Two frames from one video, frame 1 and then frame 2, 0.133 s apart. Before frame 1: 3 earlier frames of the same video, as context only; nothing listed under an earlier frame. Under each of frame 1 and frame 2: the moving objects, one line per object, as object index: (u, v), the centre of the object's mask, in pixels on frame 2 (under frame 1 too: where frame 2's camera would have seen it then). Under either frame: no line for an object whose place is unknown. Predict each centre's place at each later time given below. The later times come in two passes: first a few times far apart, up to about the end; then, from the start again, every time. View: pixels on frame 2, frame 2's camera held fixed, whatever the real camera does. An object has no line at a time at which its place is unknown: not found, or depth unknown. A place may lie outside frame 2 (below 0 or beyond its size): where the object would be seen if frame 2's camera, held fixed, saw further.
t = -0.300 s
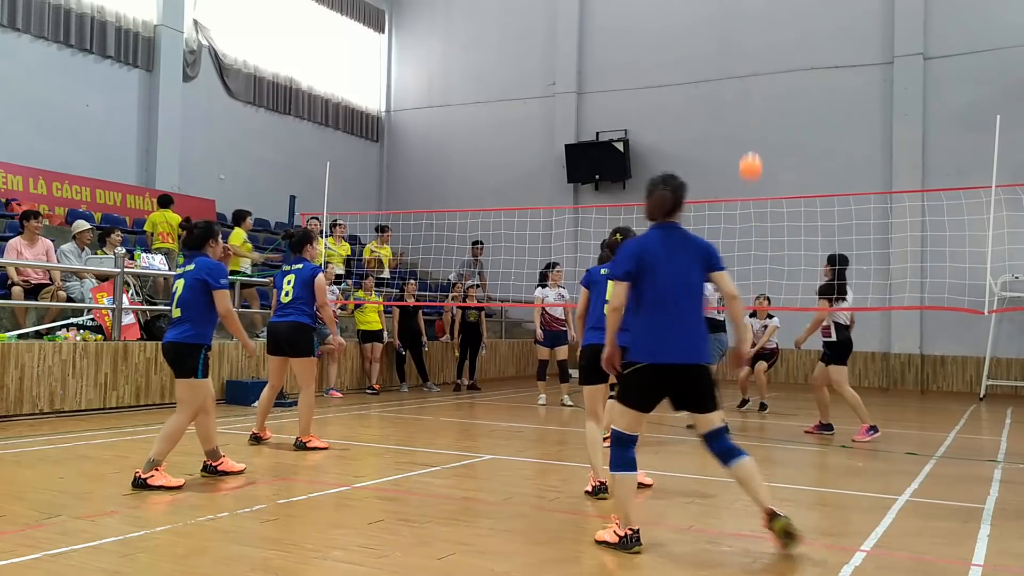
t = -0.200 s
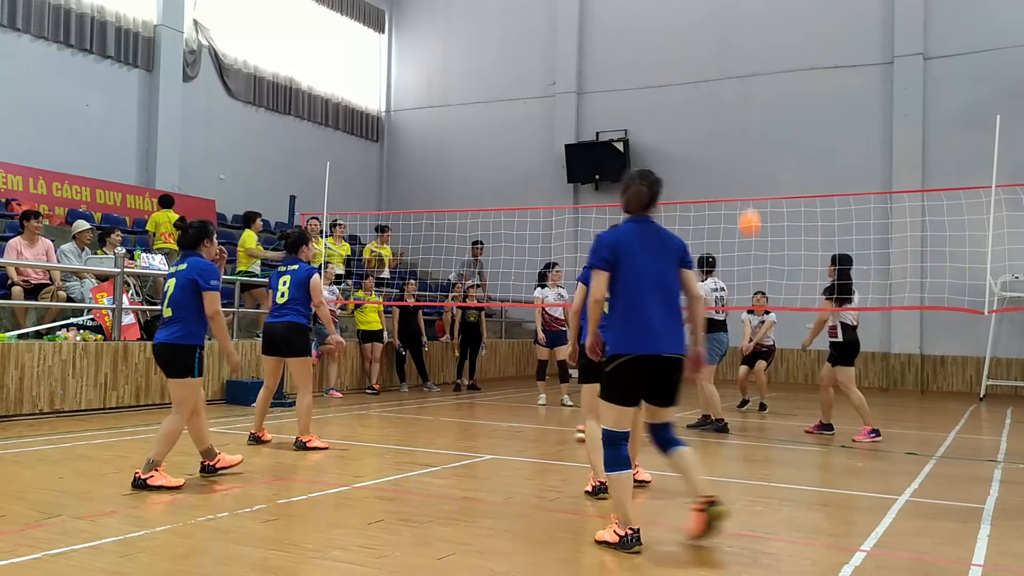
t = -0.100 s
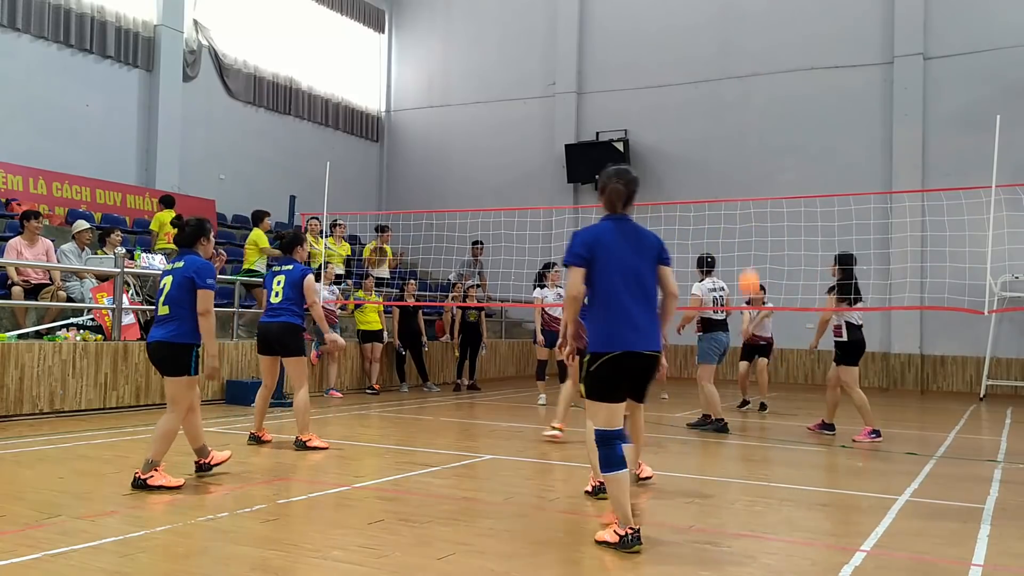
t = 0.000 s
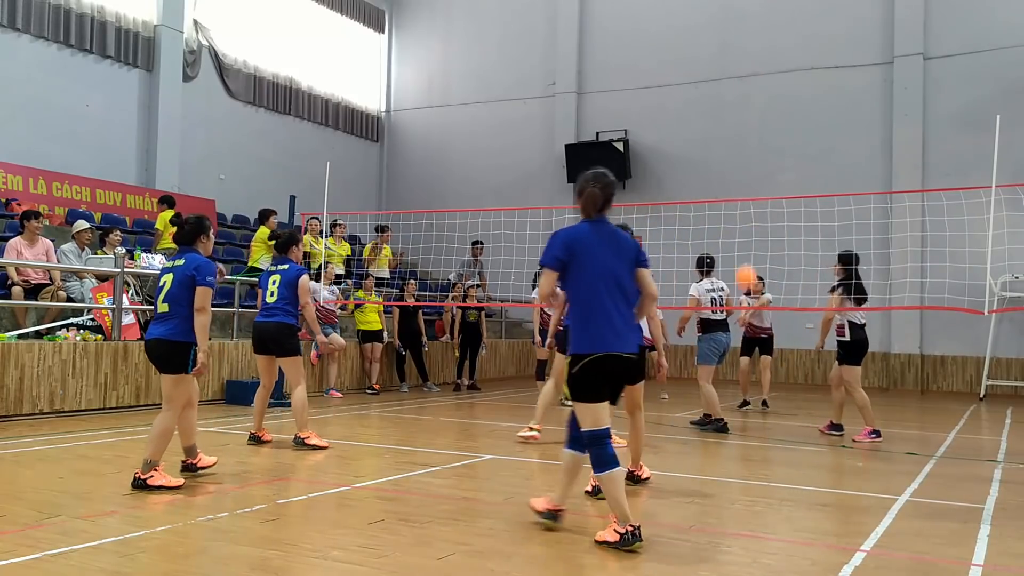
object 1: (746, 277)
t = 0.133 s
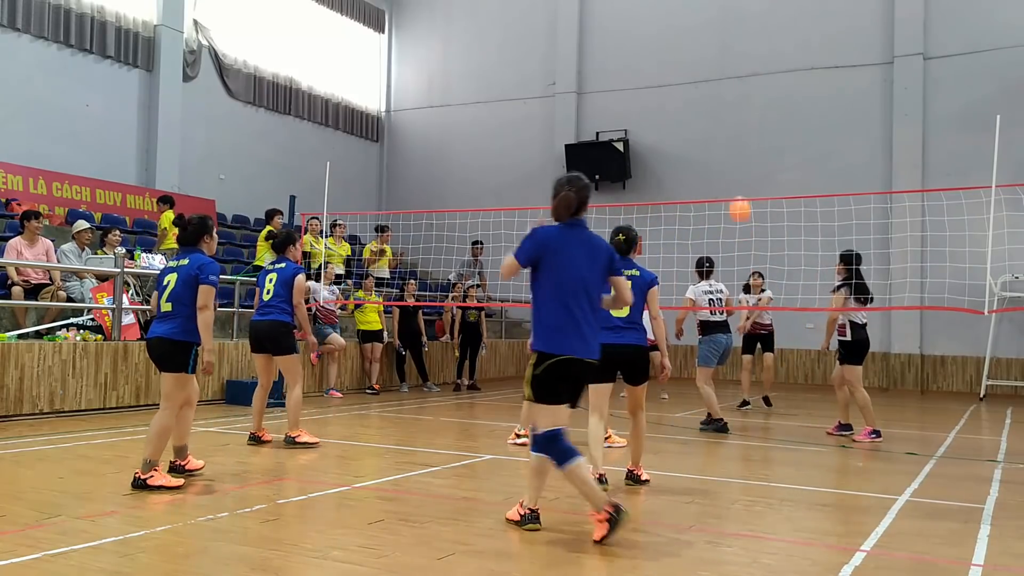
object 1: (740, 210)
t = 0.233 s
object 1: (735, 168)
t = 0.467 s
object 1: (724, 104)
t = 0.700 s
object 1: (714, 87)
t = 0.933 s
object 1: (702, 118)
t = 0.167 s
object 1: (738, 194)
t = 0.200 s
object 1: (736, 181)
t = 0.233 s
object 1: (735, 168)
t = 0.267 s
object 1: (733, 155)
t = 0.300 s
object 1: (732, 144)
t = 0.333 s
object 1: (730, 135)
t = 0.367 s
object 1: (729, 125)
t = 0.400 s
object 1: (727, 117)
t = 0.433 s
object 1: (726, 110)
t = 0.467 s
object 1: (724, 104)
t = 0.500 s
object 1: (723, 98)
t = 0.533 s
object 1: (721, 94)
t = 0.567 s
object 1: (720, 91)
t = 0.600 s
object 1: (719, 88)
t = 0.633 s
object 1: (717, 87)
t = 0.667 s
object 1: (715, 86)
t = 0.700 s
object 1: (714, 87)
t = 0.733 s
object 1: (712, 88)
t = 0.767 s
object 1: (710, 90)
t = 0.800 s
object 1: (709, 94)
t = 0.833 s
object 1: (707, 98)
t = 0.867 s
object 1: (705, 104)
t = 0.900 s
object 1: (703, 111)
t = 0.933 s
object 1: (702, 118)
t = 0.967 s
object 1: (700, 127)
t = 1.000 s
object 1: (698, 137)
